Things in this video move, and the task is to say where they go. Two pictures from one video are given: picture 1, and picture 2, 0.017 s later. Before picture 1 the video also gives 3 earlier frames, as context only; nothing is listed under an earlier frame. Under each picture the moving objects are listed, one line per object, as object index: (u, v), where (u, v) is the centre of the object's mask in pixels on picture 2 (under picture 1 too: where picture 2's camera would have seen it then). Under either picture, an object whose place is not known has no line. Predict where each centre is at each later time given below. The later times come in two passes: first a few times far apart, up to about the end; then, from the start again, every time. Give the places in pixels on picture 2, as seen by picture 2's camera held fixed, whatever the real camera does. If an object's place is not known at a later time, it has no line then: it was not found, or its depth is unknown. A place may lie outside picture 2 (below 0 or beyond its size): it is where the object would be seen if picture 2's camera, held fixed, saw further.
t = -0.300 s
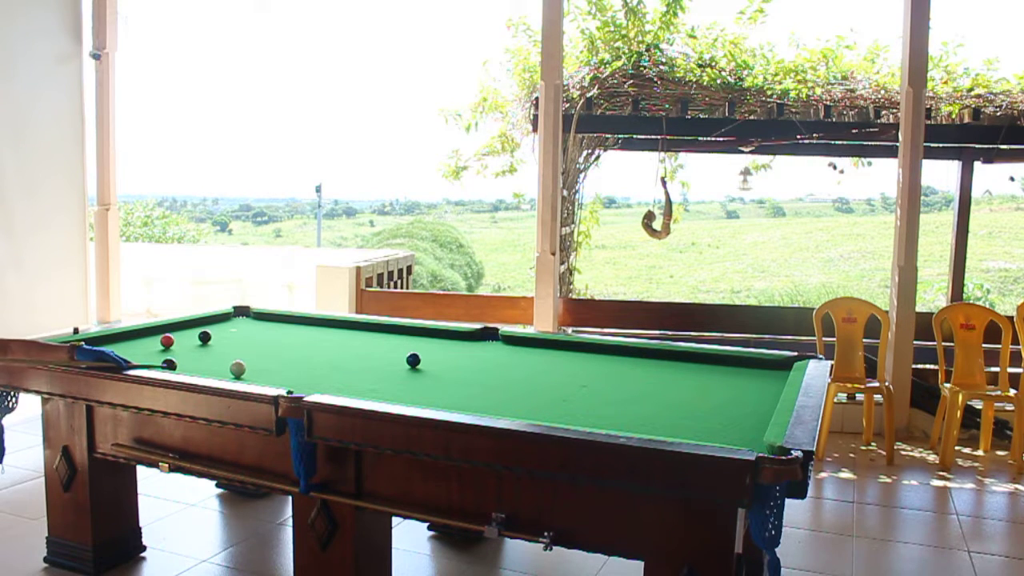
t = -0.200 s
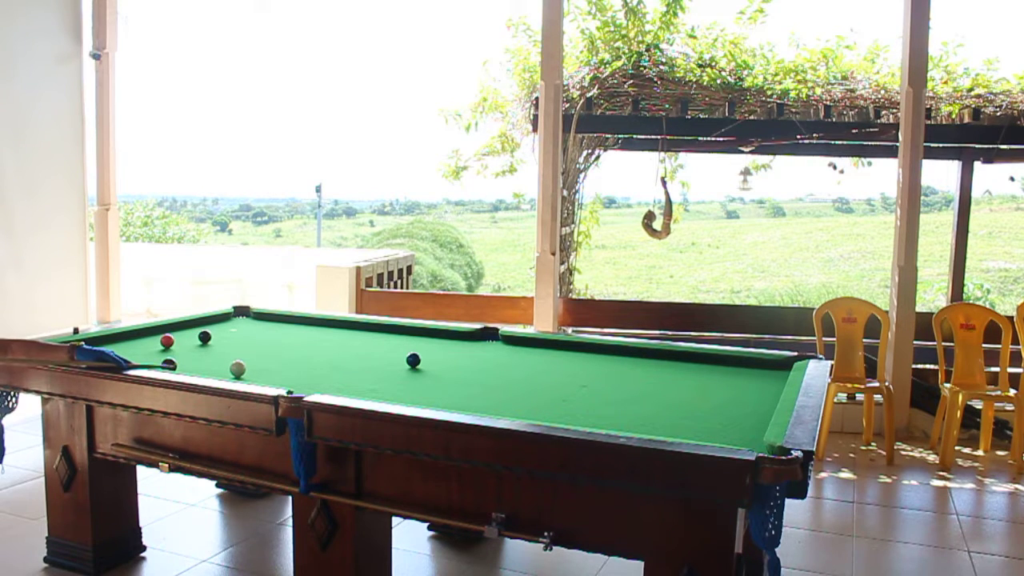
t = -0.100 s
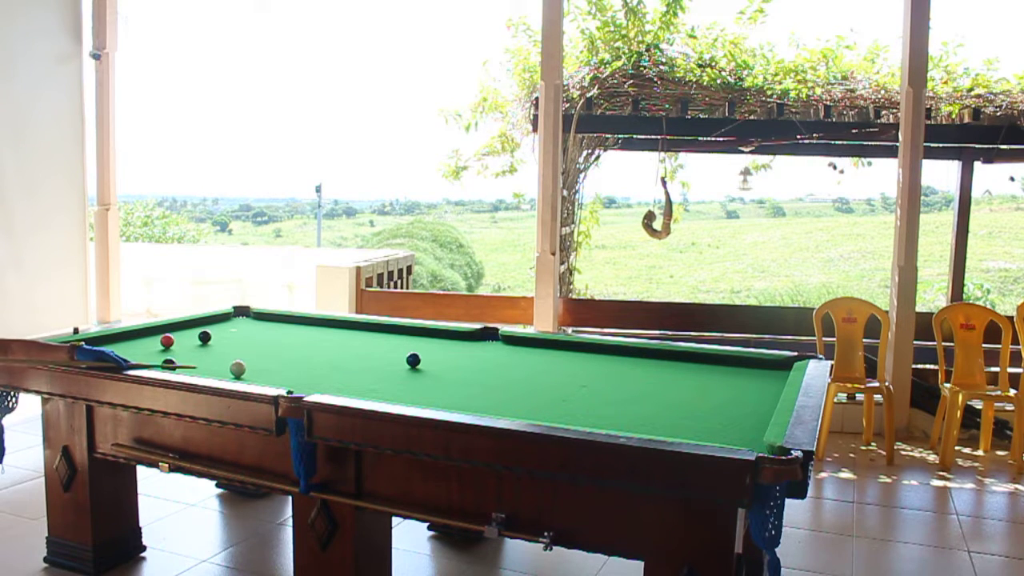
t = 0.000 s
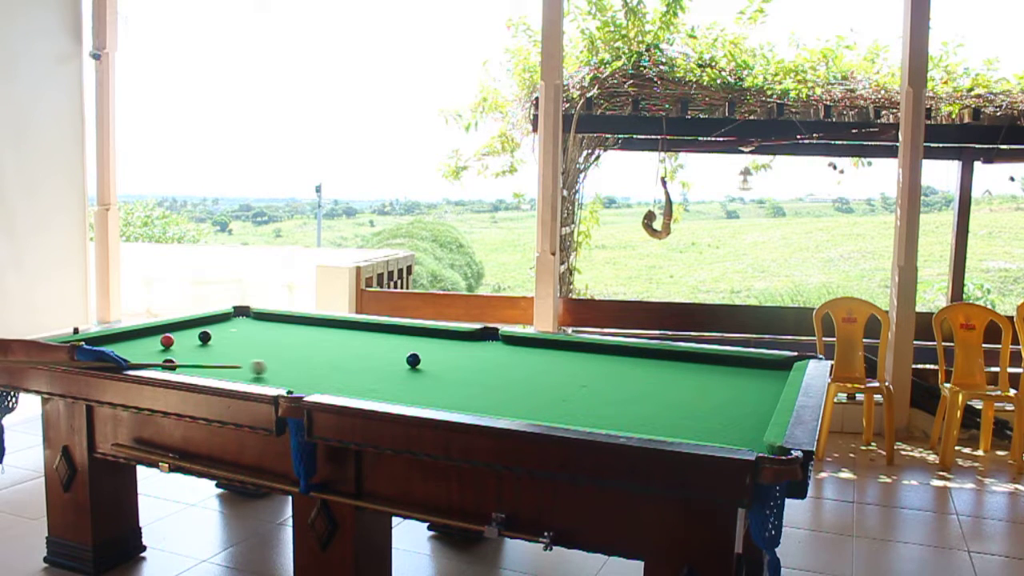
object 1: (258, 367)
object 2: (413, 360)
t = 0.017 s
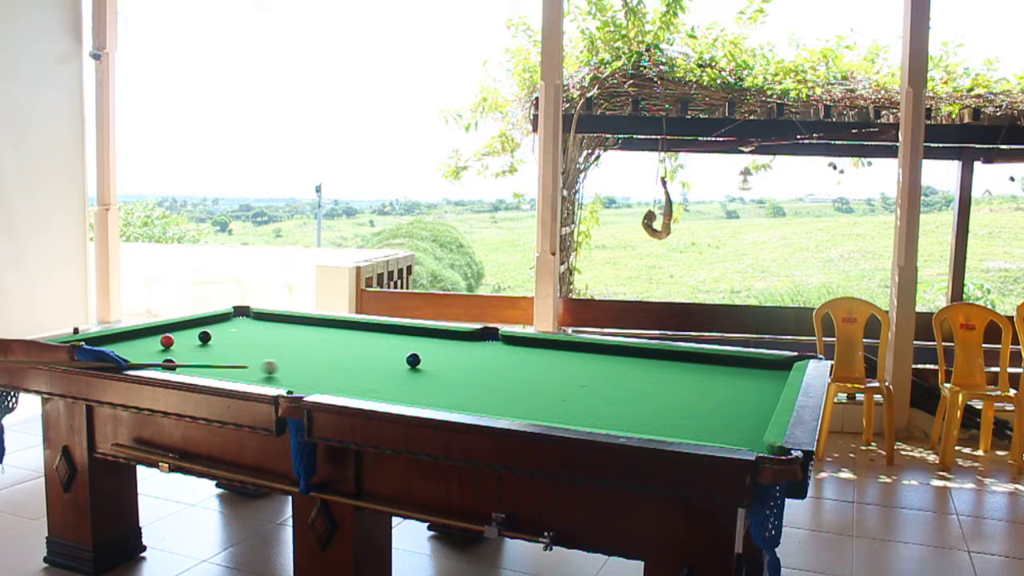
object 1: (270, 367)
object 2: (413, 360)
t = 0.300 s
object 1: (423, 364)
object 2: (418, 355)
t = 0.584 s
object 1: (539, 370)
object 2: (447, 348)
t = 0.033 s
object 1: (281, 367)
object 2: (413, 360)
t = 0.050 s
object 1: (291, 367)
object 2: (413, 360)
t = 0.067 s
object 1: (302, 366)
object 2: (413, 360)
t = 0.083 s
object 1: (312, 366)
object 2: (413, 360)
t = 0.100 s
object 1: (322, 366)
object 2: (413, 360)
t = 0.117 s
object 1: (332, 365)
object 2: (413, 360)
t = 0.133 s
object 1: (342, 365)
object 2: (413, 360)
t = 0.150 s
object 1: (351, 365)
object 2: (413, 360)
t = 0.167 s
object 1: (360, 364)
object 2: (413, 360)
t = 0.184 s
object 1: (369, 364)
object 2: (413, 360)
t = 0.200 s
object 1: (378, 364)
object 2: (413, 360)
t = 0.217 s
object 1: (387, 363)
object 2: (413, 360)
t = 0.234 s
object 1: (395, 363)
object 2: (413, 360)
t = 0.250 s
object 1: (405, 362)
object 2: (415, 359)
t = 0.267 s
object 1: (411, 363)
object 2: (418, 356)
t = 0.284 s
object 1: (418, 363)
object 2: (417, 354)
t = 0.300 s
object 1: (423, 364)
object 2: (418, 355)
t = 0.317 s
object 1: (429, 364)
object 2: (420, 356)
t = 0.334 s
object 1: (437, 365)
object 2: (423, 356)
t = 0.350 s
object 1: (443, 365)
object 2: (425, 356)
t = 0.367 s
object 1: (450, 366)
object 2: (427, 355)
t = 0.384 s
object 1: (457, 366)
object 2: (429, 354)
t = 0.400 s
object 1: (463, 366)
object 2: (430, 354)
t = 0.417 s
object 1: (470, 366)
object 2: (432, 353)
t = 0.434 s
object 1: (478, 367)
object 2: (434, 353)
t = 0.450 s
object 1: (484, 367)
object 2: (435, 352)
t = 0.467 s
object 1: (491, 367)
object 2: (437, 352)
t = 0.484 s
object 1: (498, 368)
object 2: (438, 351)
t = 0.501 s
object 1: (505, 368)
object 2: (440, 351)
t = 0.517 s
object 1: (512, 368)
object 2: (441, 350)
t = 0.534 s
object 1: (519, 369)
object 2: (443, 350)
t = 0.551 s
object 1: (525, 369)
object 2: (444, 349)
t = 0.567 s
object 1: (532, 369)
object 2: (446, 349)
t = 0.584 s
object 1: (539, 370)
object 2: (447, 348)
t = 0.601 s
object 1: (546, 370)
